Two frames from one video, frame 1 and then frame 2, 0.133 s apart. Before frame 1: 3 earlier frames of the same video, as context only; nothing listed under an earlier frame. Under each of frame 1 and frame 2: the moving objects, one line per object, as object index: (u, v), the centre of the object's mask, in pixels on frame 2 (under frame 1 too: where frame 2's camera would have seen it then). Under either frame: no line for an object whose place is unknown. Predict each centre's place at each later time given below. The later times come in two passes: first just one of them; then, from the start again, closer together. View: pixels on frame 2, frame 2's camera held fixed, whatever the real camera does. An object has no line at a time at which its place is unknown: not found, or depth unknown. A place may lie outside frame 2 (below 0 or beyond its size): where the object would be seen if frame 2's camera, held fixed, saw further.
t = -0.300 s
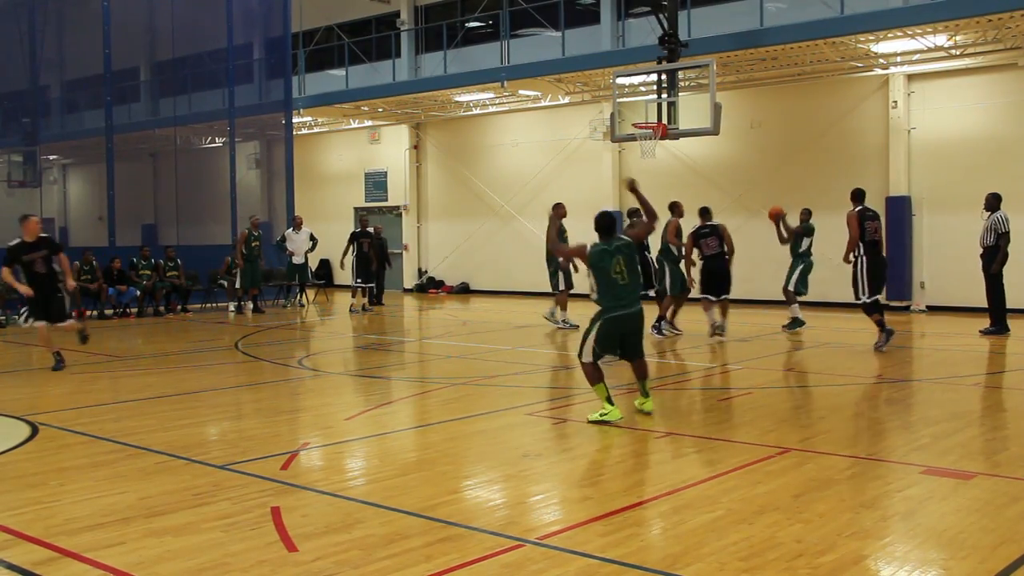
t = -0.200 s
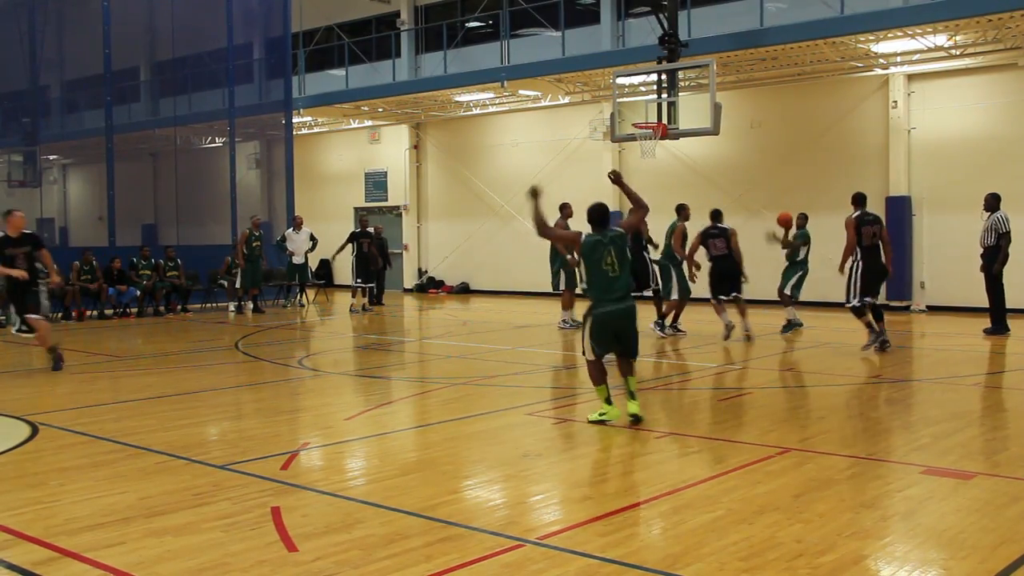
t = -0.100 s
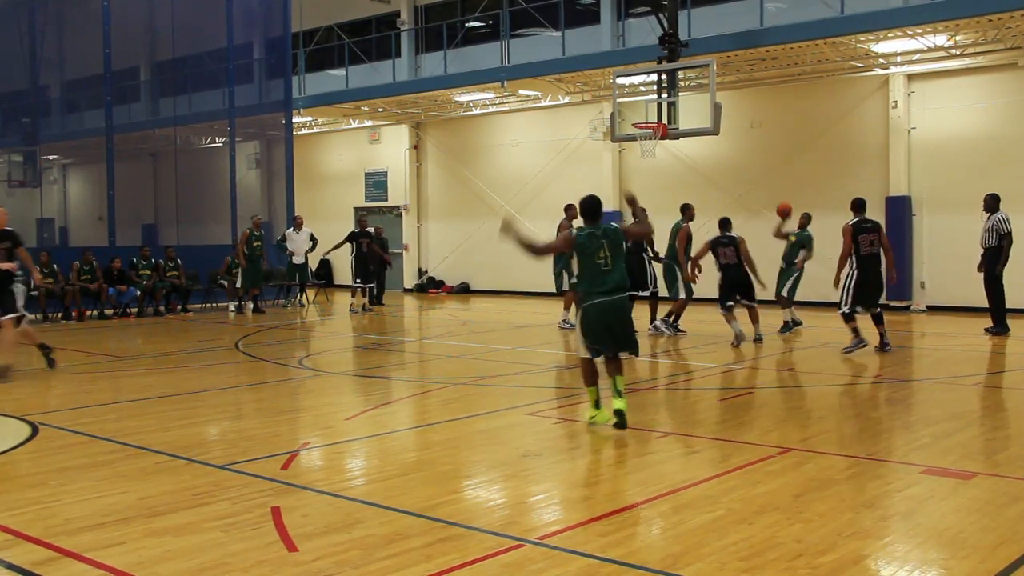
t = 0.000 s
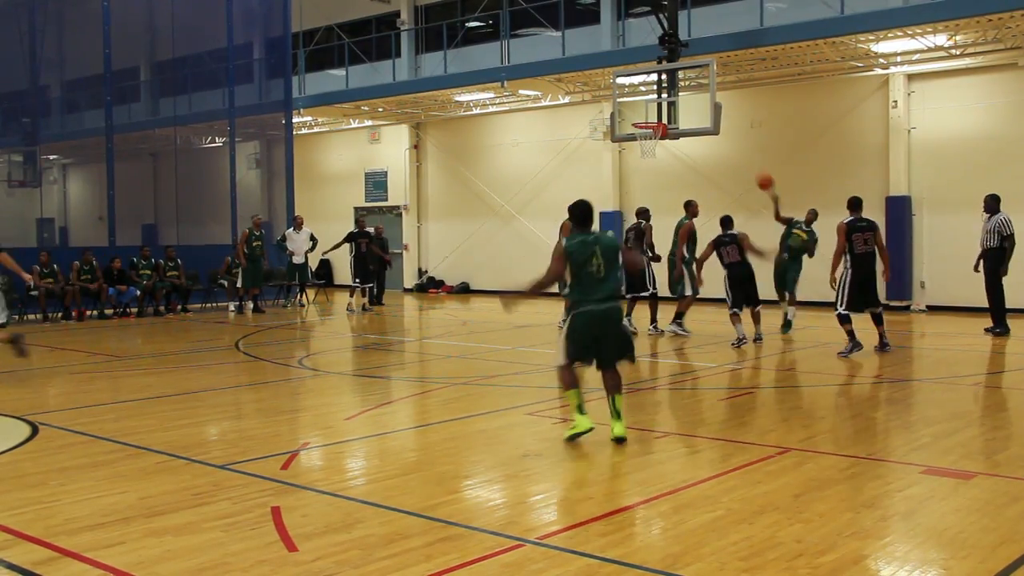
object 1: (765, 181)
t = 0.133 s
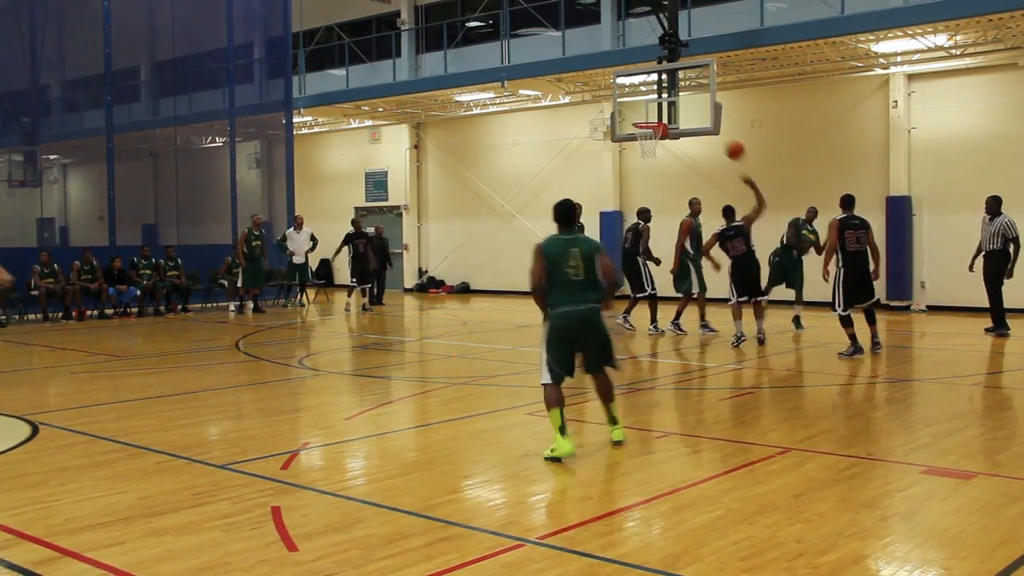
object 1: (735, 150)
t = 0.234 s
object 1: (705, 129)
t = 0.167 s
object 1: (726, 143)
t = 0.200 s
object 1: (715, 136)
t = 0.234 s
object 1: (705, 129)
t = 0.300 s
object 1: (684, 117)
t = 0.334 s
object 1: (672, 112)
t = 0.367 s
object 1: (657, 107)
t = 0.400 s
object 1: (640, 102)
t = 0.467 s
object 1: (603, 94)
